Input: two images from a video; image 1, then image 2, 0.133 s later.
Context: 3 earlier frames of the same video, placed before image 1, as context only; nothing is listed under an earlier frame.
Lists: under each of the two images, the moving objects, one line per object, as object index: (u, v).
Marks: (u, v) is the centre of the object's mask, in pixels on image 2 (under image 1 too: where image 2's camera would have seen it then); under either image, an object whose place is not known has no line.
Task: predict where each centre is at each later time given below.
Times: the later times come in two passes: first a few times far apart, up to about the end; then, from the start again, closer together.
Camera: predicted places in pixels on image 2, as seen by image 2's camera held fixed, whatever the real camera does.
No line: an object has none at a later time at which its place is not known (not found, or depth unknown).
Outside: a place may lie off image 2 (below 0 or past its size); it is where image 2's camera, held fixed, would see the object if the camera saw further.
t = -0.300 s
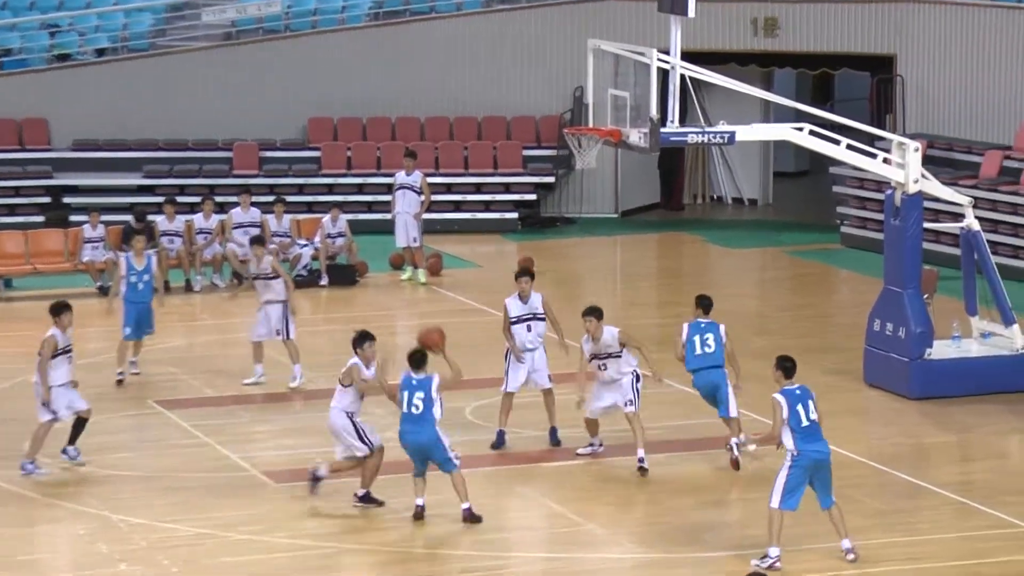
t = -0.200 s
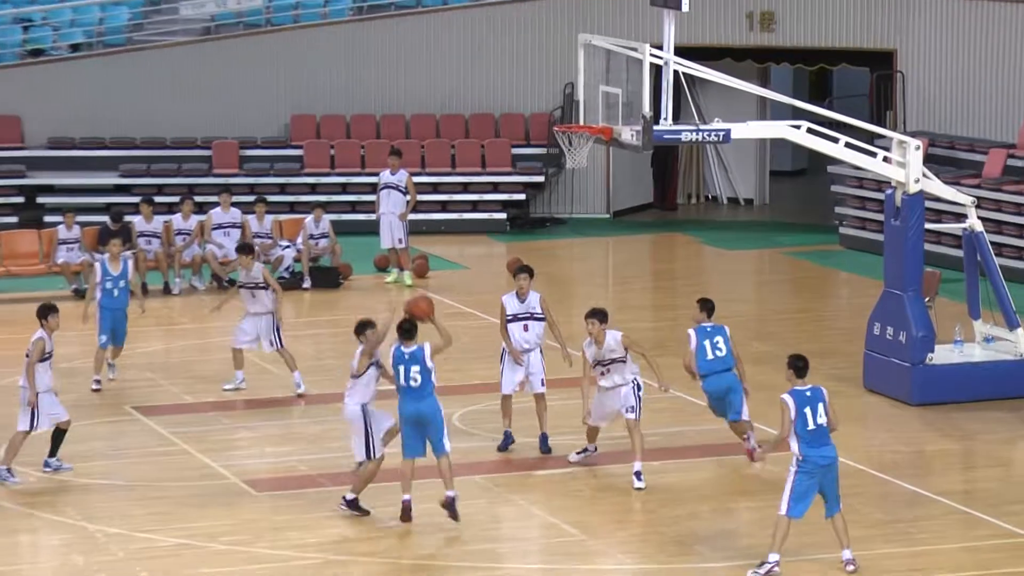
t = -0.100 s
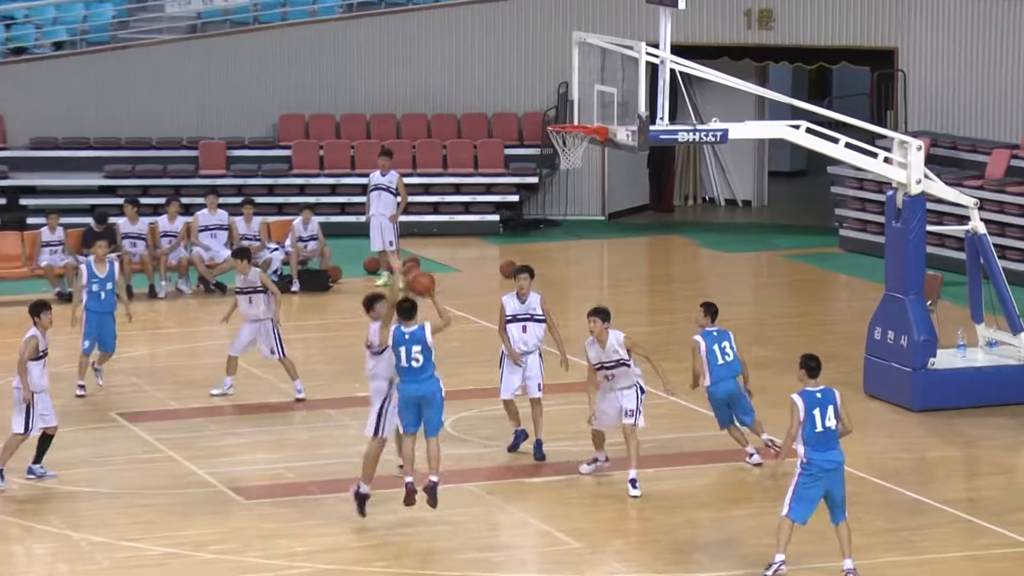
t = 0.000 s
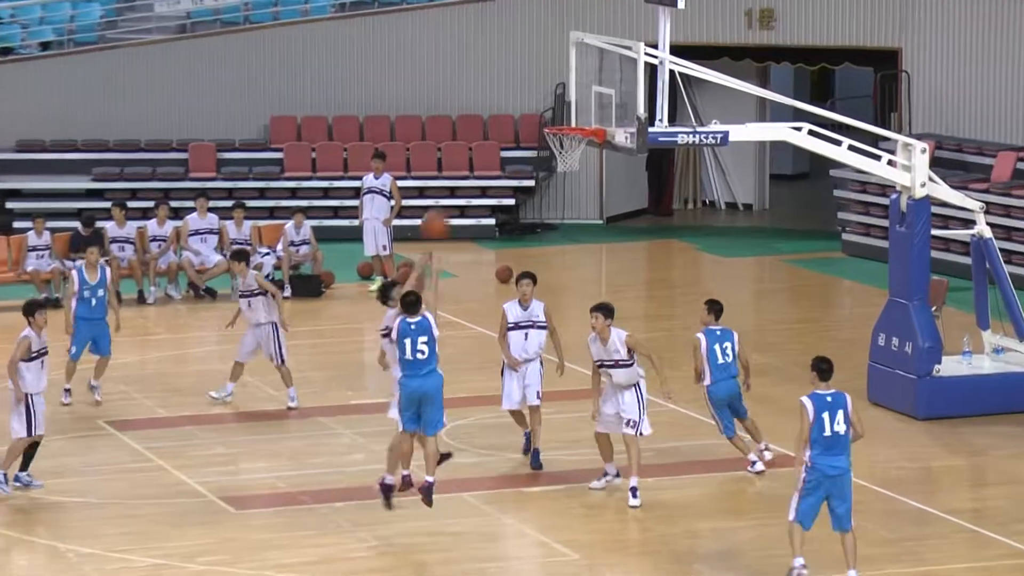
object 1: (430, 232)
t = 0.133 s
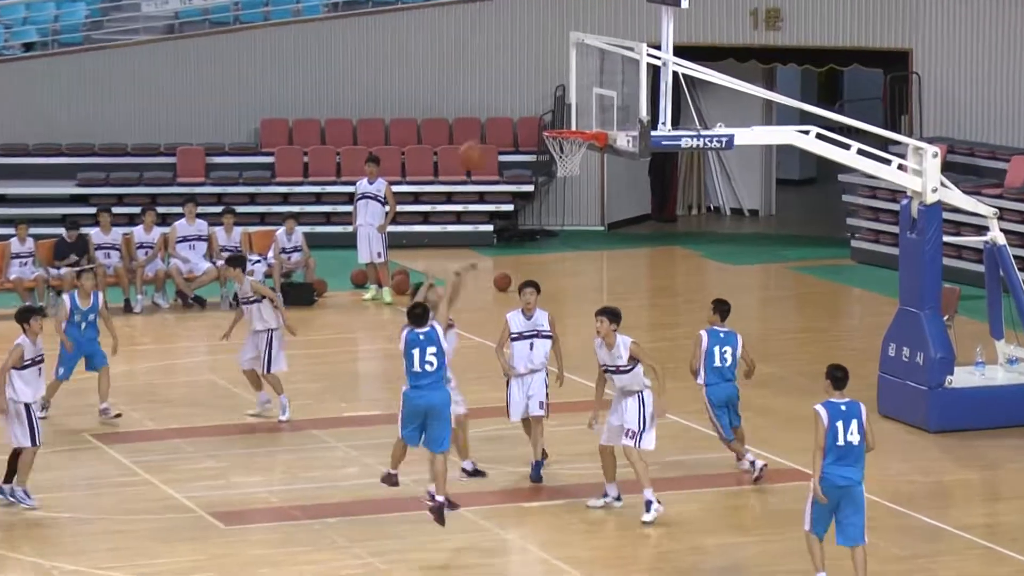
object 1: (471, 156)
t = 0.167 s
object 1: (482, 139)
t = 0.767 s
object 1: (654, 91)
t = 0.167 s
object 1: (482, 139)
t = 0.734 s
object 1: (645, 85)
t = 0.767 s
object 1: (654, 91)
